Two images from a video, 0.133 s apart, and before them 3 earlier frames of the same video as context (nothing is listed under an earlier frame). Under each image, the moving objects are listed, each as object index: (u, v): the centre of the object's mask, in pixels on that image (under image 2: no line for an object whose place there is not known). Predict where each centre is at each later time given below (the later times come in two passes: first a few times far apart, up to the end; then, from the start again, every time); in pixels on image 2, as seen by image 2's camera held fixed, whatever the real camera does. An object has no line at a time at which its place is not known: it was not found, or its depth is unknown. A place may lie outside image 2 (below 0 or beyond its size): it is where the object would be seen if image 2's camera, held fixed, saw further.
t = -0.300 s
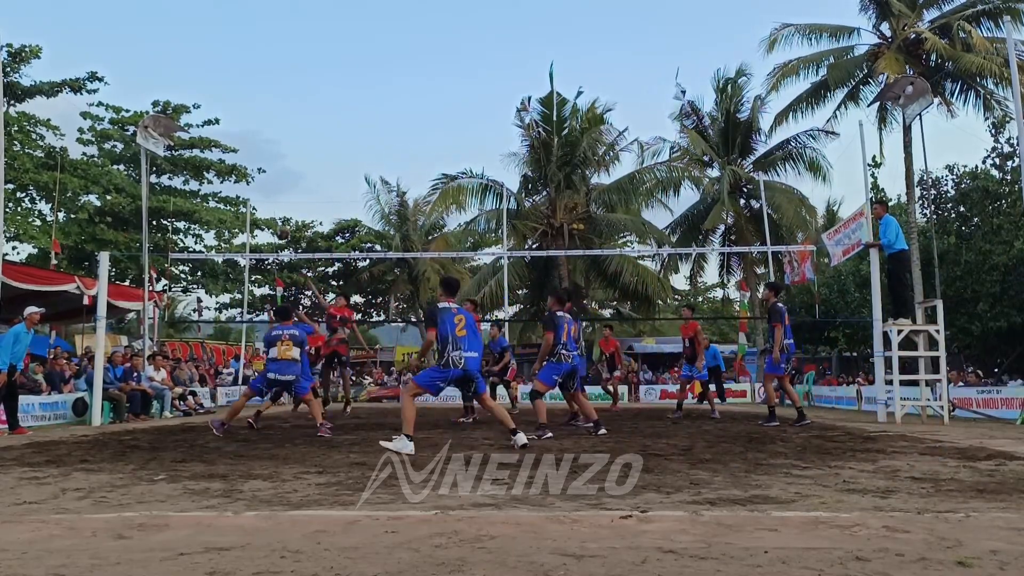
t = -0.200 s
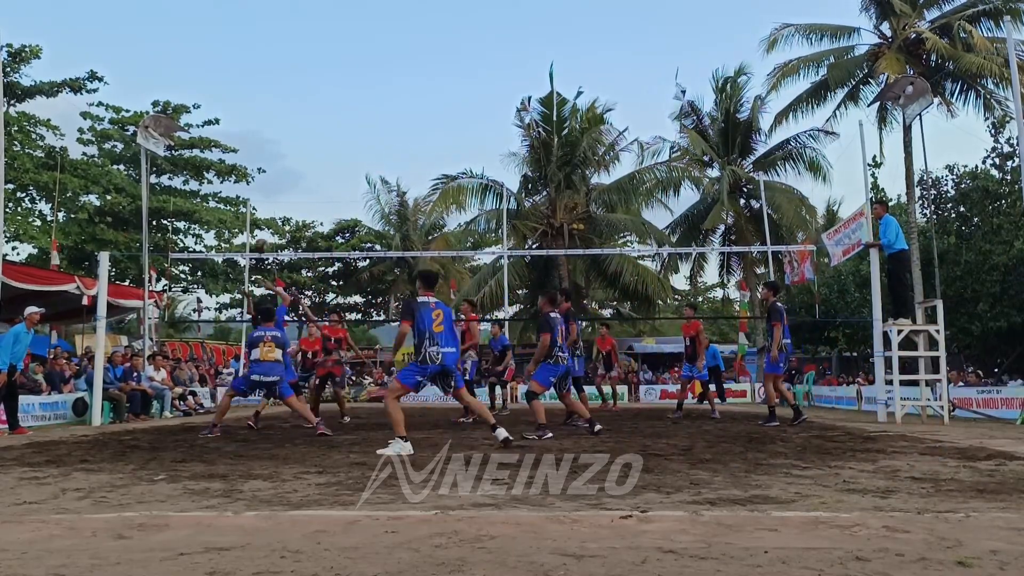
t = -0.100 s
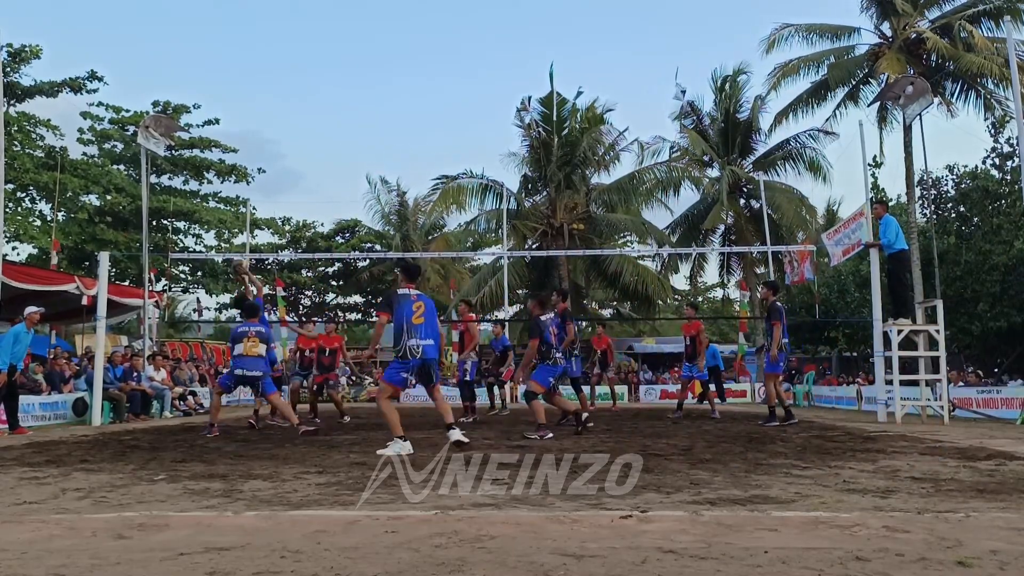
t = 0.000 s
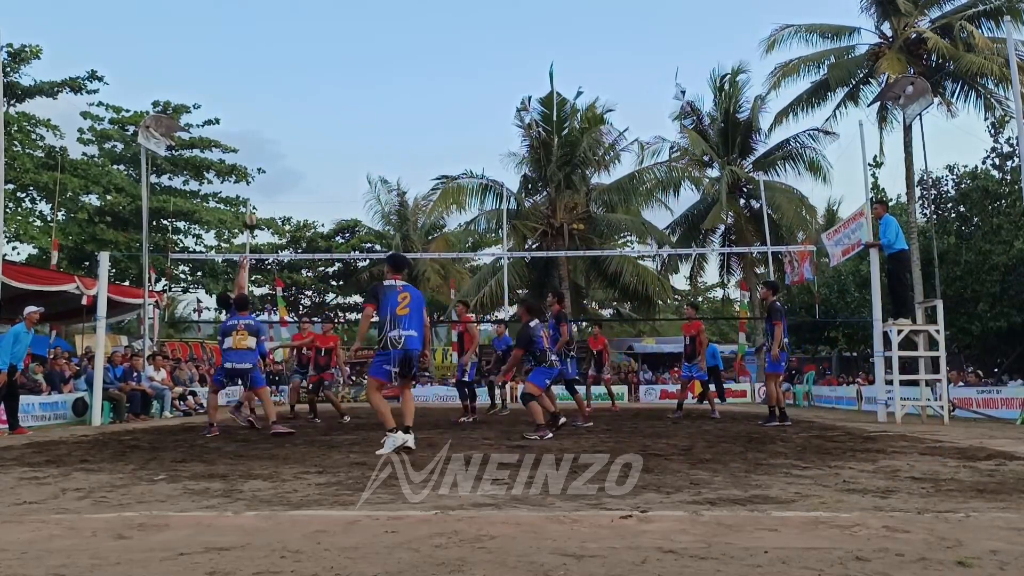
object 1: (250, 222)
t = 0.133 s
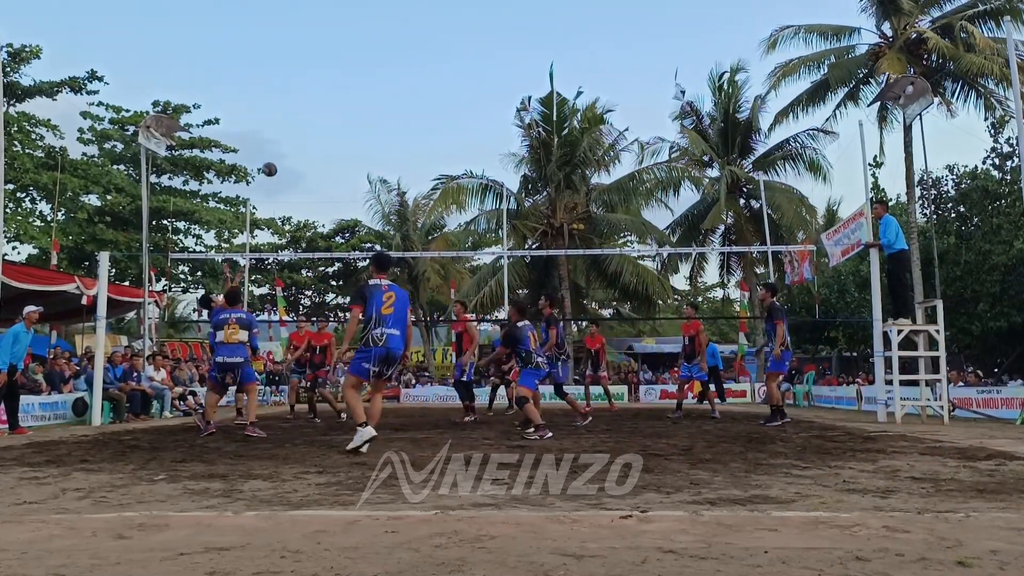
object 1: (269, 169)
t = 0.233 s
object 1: (288, 126)
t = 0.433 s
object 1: (321, 75)
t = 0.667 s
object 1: (360, 50)
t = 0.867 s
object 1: (393, 61)
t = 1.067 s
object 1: (429, 101)
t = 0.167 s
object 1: (278, 150)
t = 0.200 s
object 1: (283, 137)
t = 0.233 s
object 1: (288, 126)
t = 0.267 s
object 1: (294, 115)
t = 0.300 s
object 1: (299, 106)
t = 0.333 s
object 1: (304, 97)
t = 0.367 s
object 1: (310, 89)
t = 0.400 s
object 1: (315, 81)
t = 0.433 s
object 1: (321, 75)
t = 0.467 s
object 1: (326, 69)
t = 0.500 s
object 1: (332, 64)
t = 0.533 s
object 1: (337, 59)
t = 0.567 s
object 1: (343, 56)
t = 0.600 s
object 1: (348, 53)
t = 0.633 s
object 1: (354, 51)
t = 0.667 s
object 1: (360, 50)
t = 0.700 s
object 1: (365, 50)
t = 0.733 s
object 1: (371, 51)
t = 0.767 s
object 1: (376, 52)
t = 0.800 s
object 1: (382, 54)
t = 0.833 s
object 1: (388, 57)
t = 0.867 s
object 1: (393, 61)
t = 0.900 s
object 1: (399, 65)
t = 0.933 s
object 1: (405, 71)
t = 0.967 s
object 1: (411, 77)
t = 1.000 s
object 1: (417, 84)
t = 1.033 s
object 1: (423, 92)
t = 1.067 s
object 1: (429, 101)
